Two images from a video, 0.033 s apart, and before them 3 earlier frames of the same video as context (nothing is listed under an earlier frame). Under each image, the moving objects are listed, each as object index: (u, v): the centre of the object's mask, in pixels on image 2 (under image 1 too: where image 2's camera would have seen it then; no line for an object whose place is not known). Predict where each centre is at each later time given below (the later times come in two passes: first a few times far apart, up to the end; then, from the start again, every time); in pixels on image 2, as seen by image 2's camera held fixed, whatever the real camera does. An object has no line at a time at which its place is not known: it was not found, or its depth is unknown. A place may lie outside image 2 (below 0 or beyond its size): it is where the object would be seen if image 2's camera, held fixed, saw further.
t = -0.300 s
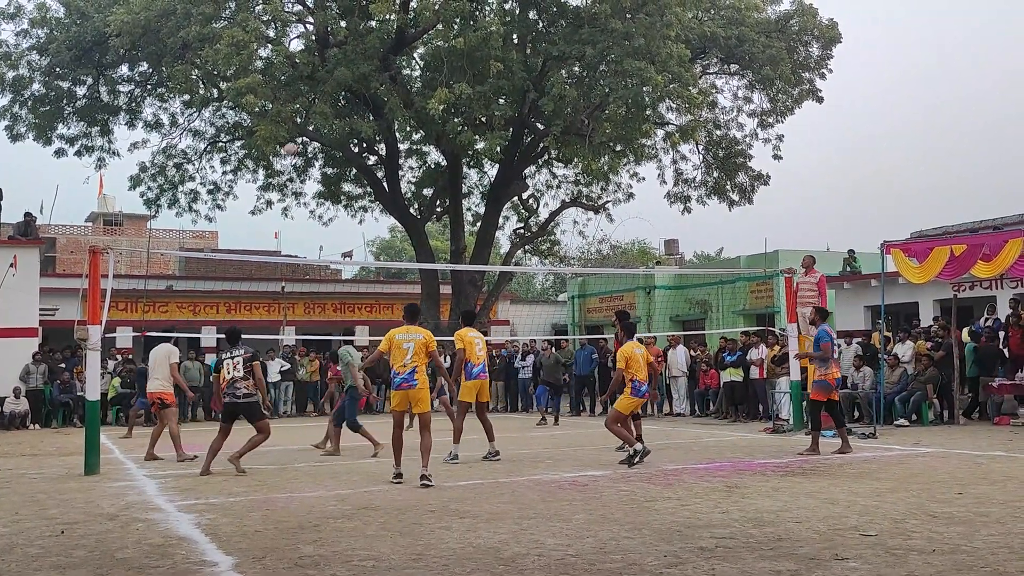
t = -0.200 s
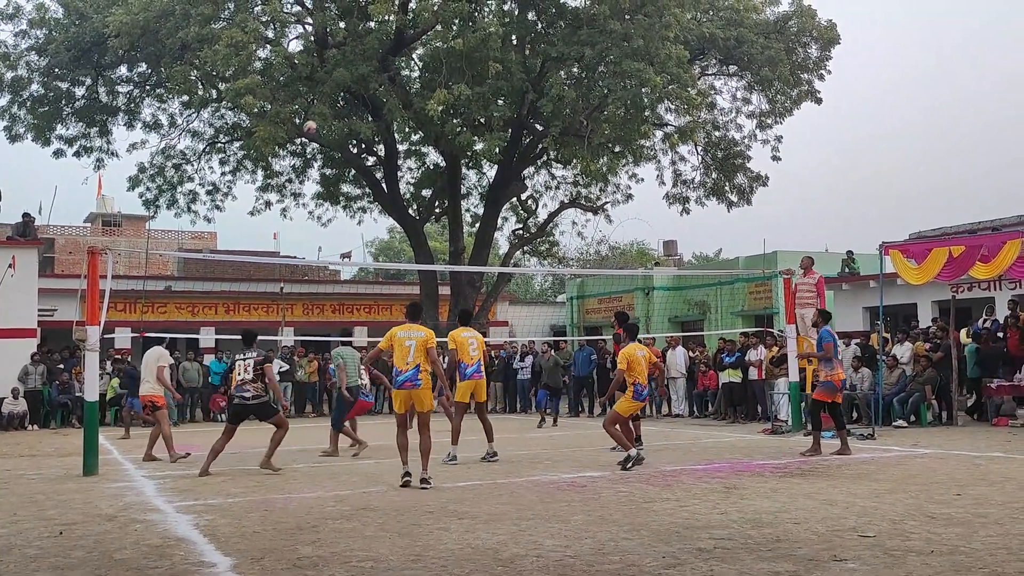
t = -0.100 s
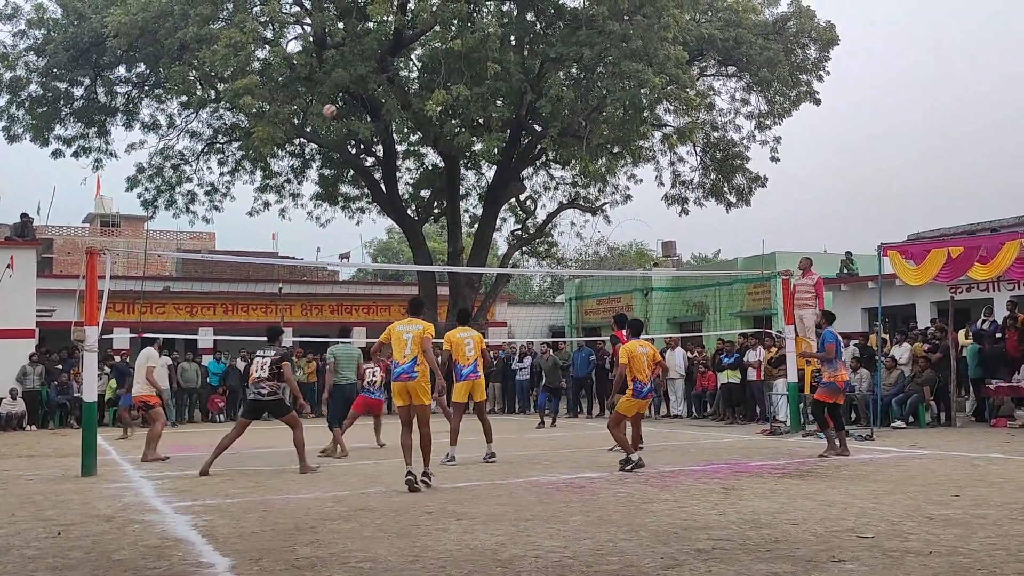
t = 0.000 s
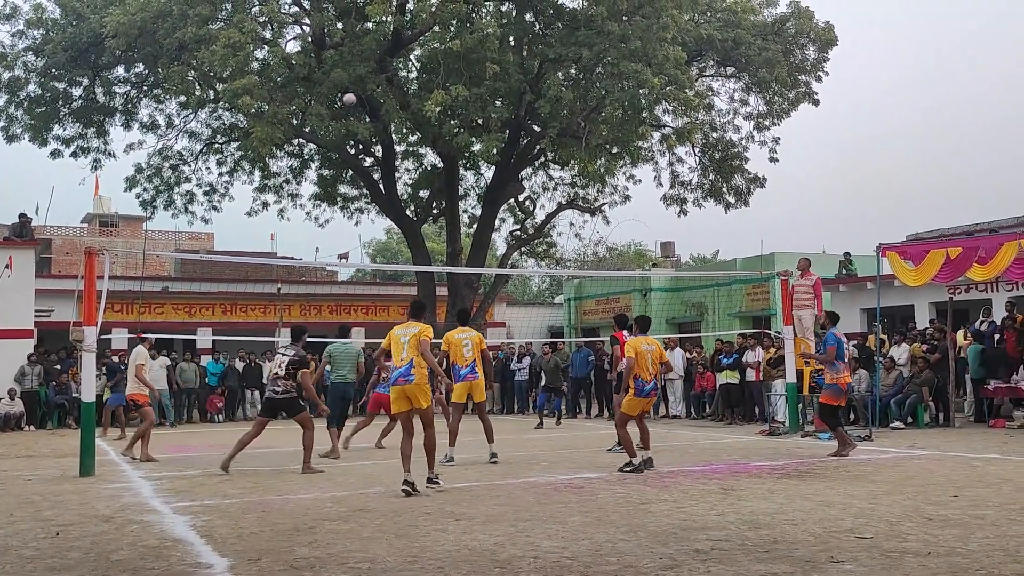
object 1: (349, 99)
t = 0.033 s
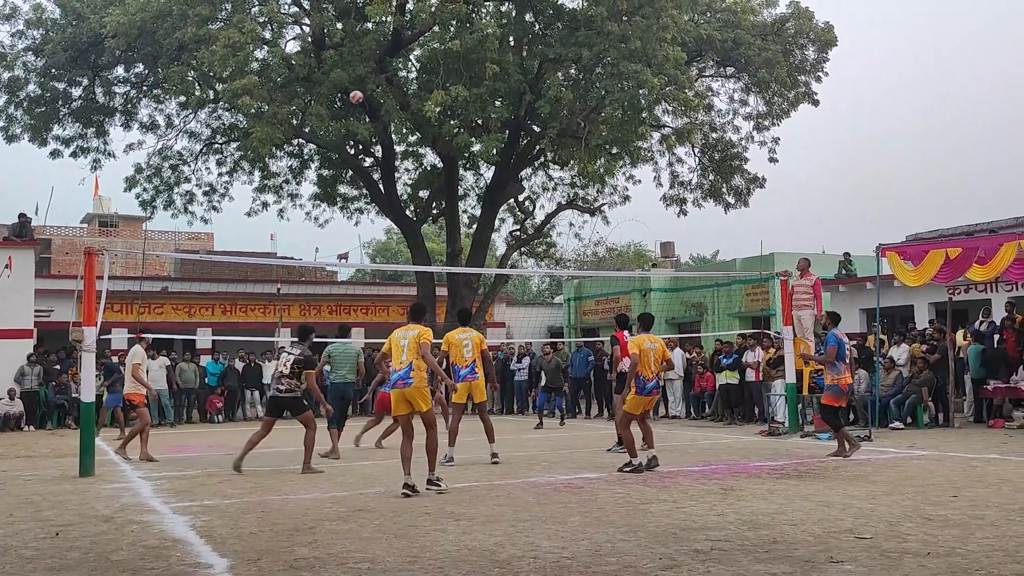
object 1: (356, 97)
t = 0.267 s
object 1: (404, 97)
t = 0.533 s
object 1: (459, 134)
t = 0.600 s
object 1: (474, 148)
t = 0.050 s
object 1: (359, 96)
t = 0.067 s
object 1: (363, 95)
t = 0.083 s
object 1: (366, 95)
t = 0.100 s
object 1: (370, 94)
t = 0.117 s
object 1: (373, 93)
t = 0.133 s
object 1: (377, 94)
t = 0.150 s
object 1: (380, 93)
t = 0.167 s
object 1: (383, 93)
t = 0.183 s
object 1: (387, 93)
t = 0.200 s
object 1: (391, 94)
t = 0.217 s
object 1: (394, 95)
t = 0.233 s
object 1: (398, 96)
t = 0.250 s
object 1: (401, 96)
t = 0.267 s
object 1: (404, 97)
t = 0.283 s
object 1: (408, 98)
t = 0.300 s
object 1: (411, 99)
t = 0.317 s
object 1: (415, 101)
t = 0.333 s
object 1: (418, 103)
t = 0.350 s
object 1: (422, 105)
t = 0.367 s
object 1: (425, 106)
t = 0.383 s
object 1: (428, 108)
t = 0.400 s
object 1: (432, 111)
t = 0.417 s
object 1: (436, 113)
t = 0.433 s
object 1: (439, 116)
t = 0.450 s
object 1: (443, 118)
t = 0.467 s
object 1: (445, 121)
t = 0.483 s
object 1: (450, 124)
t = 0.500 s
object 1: (453, 128)
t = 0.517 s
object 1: (456, 131)
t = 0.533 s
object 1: (459, 134)
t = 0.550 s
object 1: (463, 138)
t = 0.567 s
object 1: (467, 142)
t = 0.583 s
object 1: (470, 146)
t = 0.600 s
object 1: (474, 148)
